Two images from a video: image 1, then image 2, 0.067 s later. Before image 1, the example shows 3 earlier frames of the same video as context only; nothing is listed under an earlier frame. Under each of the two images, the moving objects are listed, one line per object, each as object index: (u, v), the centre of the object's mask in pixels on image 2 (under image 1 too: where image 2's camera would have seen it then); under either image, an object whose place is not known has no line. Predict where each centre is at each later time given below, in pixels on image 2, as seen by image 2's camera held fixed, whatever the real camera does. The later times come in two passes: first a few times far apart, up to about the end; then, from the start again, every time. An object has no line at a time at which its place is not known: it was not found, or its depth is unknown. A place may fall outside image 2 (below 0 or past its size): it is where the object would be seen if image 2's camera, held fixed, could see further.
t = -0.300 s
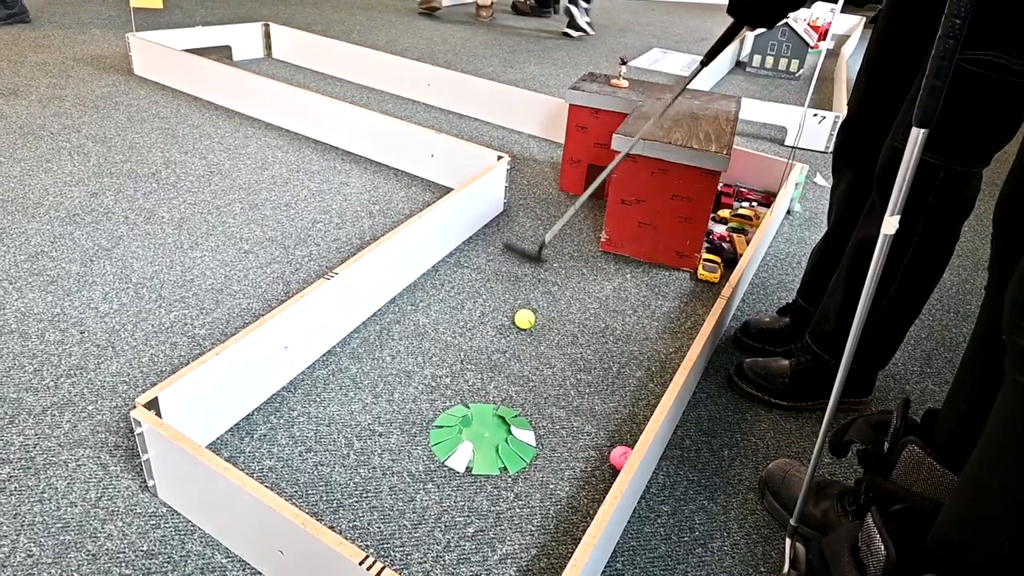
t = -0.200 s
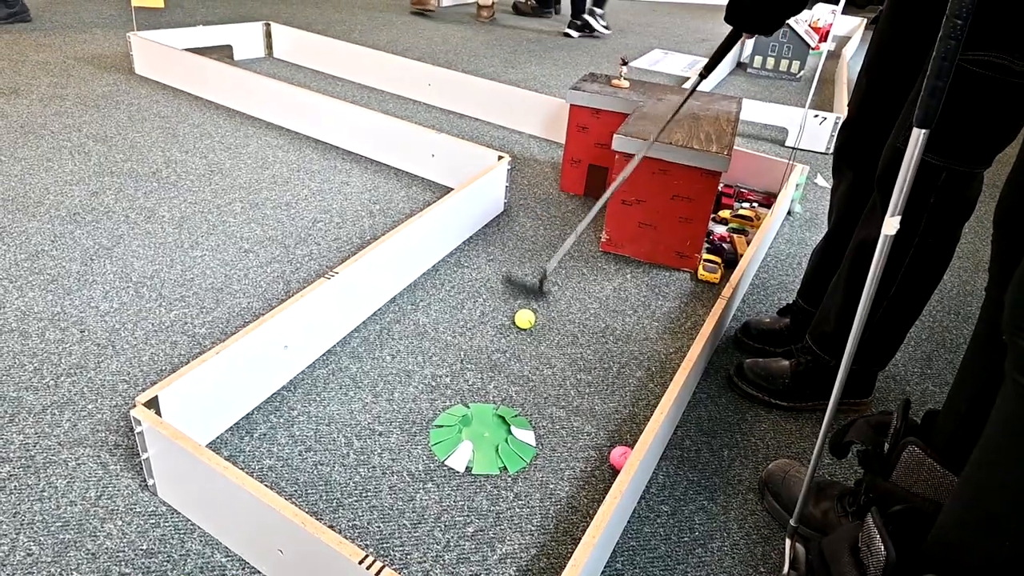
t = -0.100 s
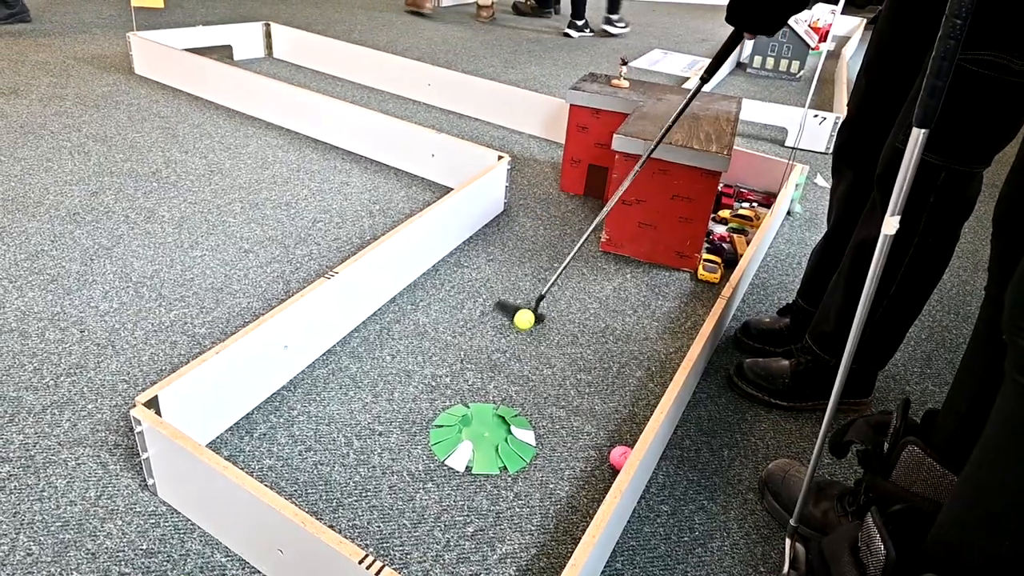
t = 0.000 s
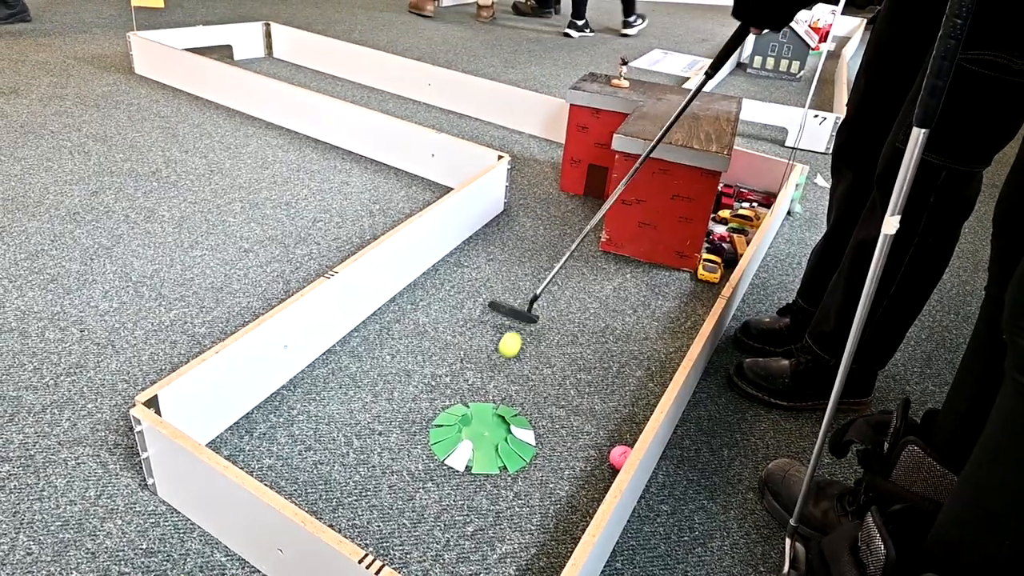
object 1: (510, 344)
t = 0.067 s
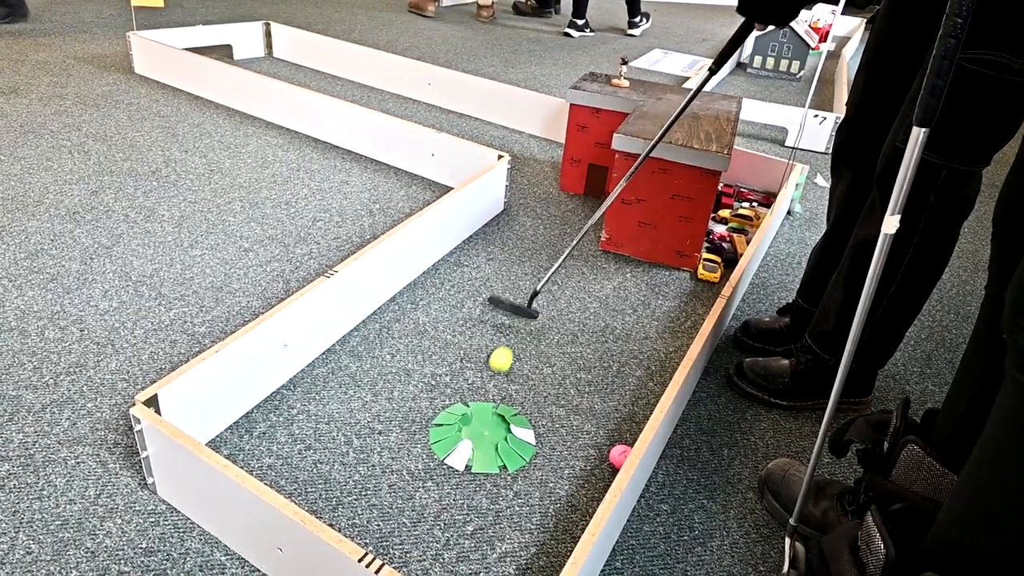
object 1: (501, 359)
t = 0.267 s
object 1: (473, 405)
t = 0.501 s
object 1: (486, 440)
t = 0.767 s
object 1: (491, 462)
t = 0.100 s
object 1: (496, 368)
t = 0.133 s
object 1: (492, 376)
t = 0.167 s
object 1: (487, 385)
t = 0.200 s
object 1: (483, 392)
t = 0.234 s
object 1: (479, 396)
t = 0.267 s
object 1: (473, 405)
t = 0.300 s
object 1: (471, 411)
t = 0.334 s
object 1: (471, 418)
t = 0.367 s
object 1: (471, 426)
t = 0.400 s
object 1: (473, 431)
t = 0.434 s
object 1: (478, 434)
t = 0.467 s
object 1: (483, 437)
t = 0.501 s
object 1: (486, 440)
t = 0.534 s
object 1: (487, 442)
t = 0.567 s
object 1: (488, 444)
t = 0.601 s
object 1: (488, 446)
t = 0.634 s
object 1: (488, 449)
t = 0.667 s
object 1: (489, 452)
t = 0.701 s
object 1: (490, 455)
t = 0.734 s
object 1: (490, 458)
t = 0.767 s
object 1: (491, 462)
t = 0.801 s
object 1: (492, 466)
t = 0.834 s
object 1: (492, 471)
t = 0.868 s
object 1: (493, 475)
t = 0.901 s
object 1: (494, 480)
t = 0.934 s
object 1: (495, 484)
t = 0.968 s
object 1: (496, 488)
